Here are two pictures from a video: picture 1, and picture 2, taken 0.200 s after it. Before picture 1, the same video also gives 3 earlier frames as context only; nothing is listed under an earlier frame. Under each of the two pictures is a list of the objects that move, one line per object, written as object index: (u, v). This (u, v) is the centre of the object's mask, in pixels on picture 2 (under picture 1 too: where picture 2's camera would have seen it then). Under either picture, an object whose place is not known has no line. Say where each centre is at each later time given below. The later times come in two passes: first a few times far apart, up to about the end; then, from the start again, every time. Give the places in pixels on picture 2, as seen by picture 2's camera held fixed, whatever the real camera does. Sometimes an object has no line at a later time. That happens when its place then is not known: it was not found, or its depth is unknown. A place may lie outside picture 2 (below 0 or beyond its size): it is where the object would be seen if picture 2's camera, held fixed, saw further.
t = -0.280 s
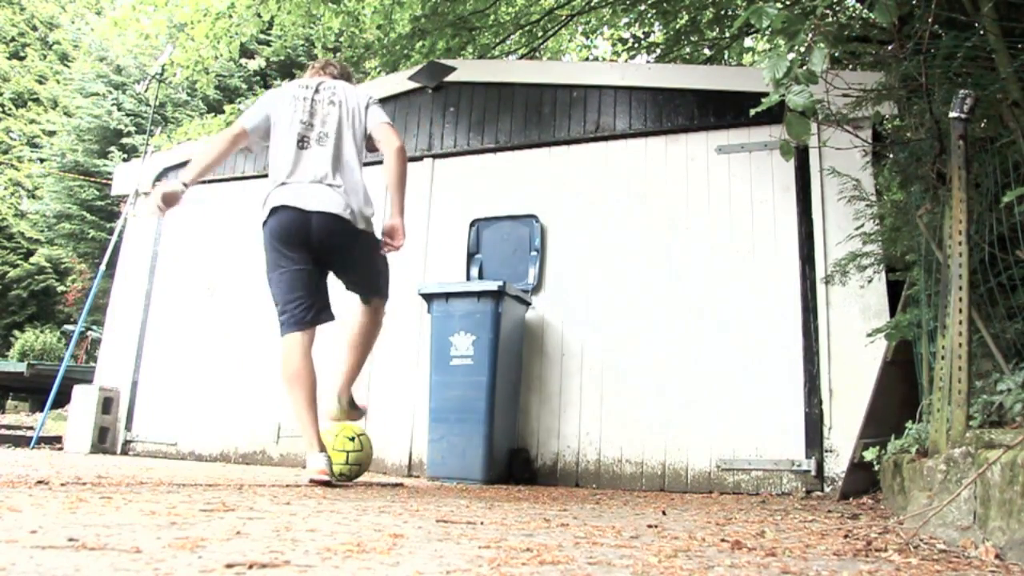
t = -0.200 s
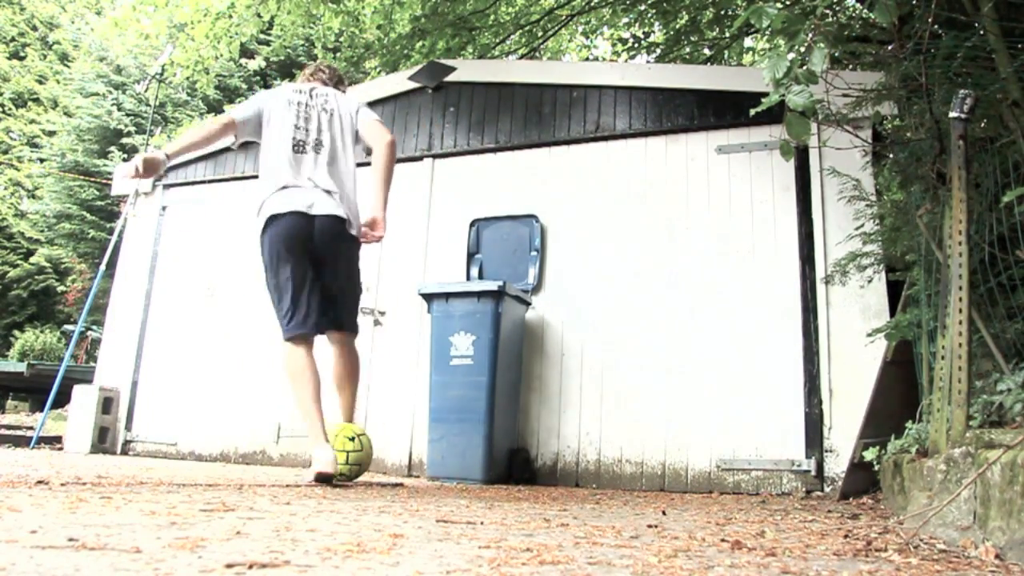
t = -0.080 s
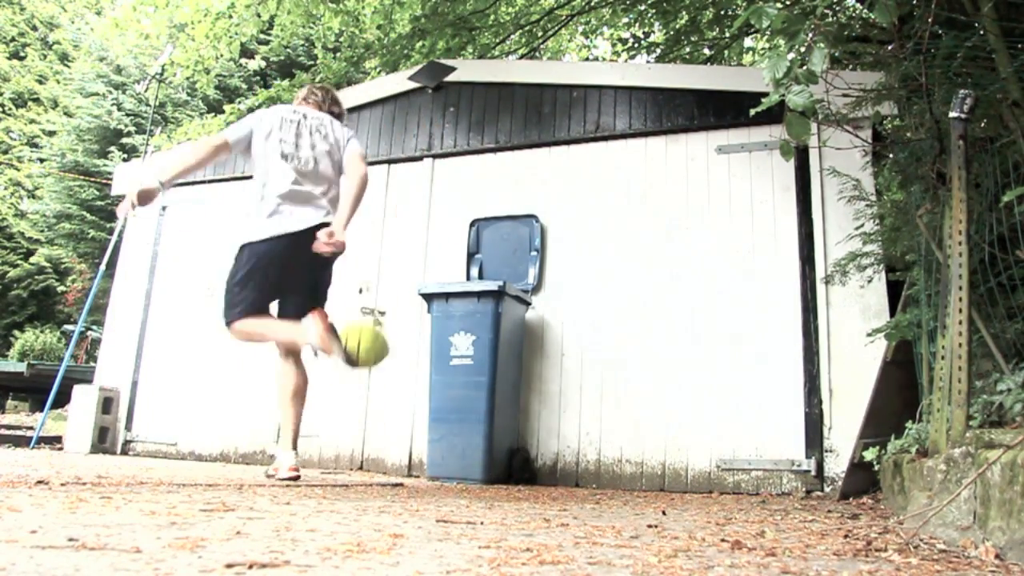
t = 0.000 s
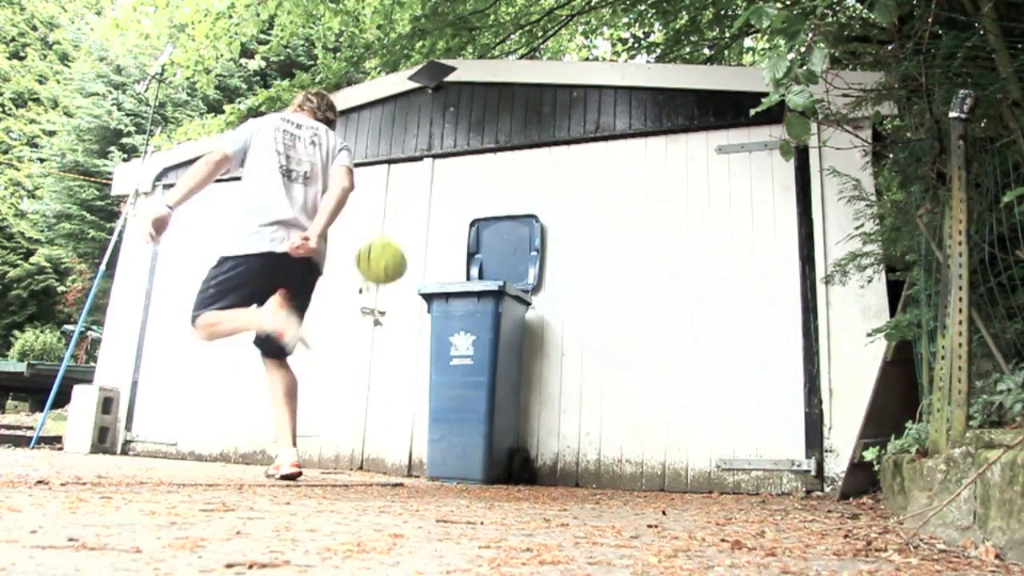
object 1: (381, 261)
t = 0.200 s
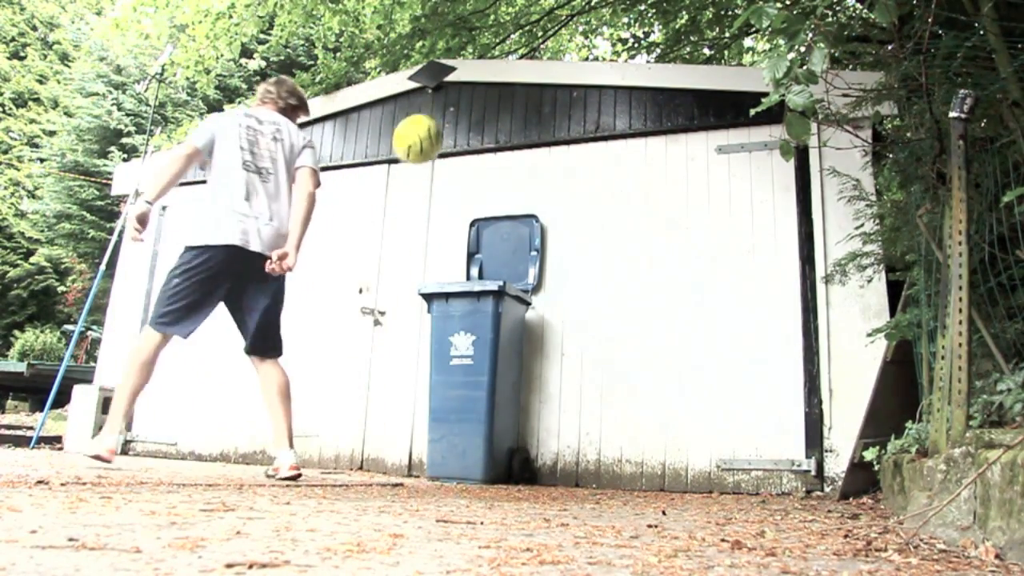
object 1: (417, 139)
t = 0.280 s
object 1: (429, 118)
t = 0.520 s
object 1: (453, 130)
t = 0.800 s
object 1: (472, 258)
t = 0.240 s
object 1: (423, 127)
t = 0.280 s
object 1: (429, 118)
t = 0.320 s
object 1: (434, 113)
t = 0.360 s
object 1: (438, 111)
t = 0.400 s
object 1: (442, 111)
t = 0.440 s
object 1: (446, 115)
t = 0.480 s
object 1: (450, 120)
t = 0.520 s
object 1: (453, 130)
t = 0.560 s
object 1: (456, 140)
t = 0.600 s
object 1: (459, 154)
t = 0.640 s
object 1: (462, 171)
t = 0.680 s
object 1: (464, 192)
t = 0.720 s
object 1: (467, 215)
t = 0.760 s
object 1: (470, 241)
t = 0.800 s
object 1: (472, 258)
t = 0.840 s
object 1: (473, 240)
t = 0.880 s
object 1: (474, 223)
